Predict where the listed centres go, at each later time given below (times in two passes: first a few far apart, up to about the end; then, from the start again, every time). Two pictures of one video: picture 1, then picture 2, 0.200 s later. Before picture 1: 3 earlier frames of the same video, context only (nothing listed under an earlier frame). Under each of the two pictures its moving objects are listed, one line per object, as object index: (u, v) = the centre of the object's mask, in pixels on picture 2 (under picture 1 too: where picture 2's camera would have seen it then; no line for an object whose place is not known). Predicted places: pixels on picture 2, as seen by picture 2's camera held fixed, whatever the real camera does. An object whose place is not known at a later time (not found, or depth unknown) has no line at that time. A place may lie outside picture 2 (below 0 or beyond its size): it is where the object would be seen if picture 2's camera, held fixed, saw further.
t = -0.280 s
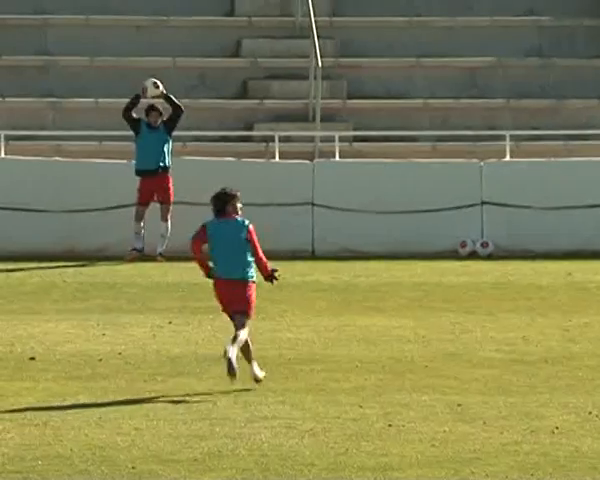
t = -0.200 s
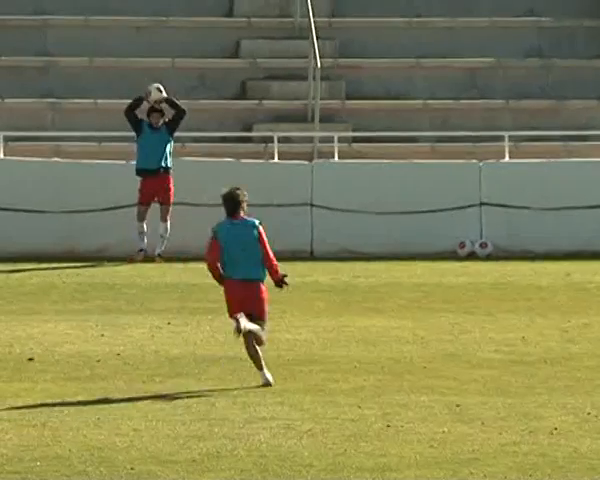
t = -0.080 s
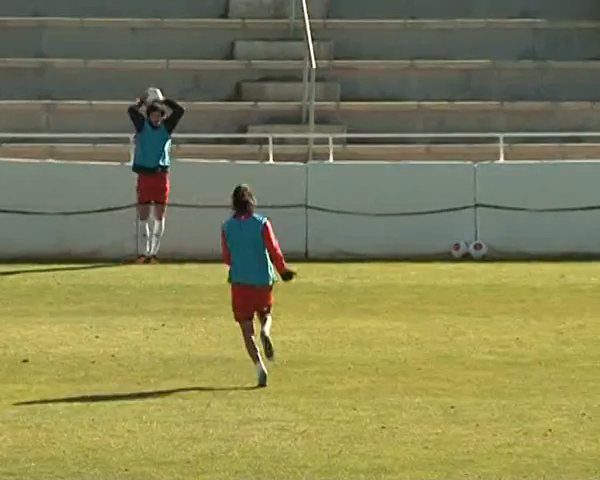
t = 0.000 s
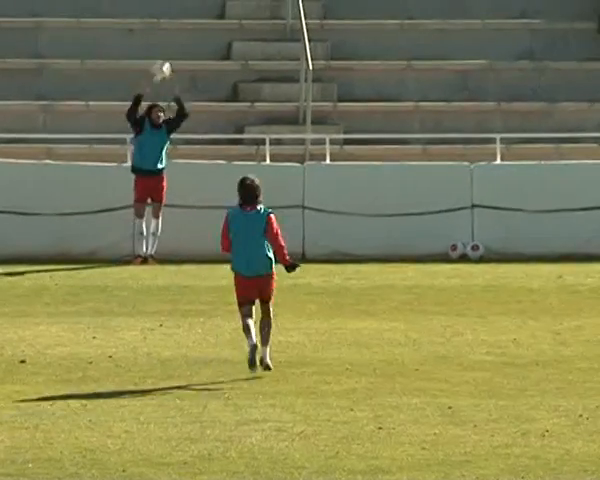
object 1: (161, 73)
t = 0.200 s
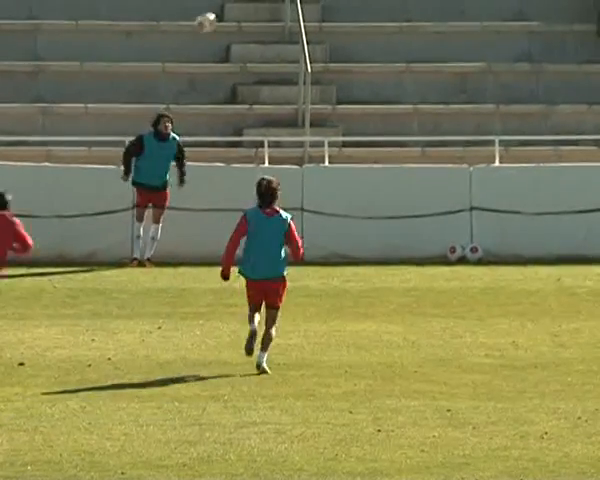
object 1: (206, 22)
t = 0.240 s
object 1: (215, 15)
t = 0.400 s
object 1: (253, 6)
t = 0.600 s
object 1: (303, 21)
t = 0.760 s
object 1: (346, 62)
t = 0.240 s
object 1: (215, 15)
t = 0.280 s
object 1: (224, 11)
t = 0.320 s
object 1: (233, 8)
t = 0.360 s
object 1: (243, 6)
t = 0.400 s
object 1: (253, 6)
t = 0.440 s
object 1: (262, 6)
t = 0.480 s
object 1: (272, 7)
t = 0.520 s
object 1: (282, 11)
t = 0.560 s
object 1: (291, 14)
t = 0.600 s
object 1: (303, 21)
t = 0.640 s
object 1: (315, 30)
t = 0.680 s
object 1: (324, 38)
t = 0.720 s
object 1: (335, 50)
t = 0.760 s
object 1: (346, 62)
